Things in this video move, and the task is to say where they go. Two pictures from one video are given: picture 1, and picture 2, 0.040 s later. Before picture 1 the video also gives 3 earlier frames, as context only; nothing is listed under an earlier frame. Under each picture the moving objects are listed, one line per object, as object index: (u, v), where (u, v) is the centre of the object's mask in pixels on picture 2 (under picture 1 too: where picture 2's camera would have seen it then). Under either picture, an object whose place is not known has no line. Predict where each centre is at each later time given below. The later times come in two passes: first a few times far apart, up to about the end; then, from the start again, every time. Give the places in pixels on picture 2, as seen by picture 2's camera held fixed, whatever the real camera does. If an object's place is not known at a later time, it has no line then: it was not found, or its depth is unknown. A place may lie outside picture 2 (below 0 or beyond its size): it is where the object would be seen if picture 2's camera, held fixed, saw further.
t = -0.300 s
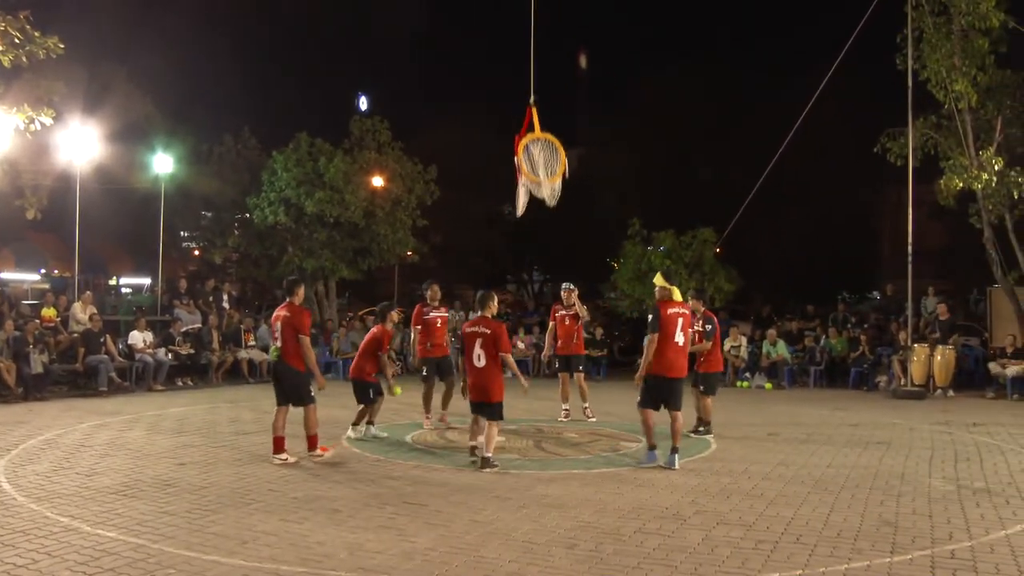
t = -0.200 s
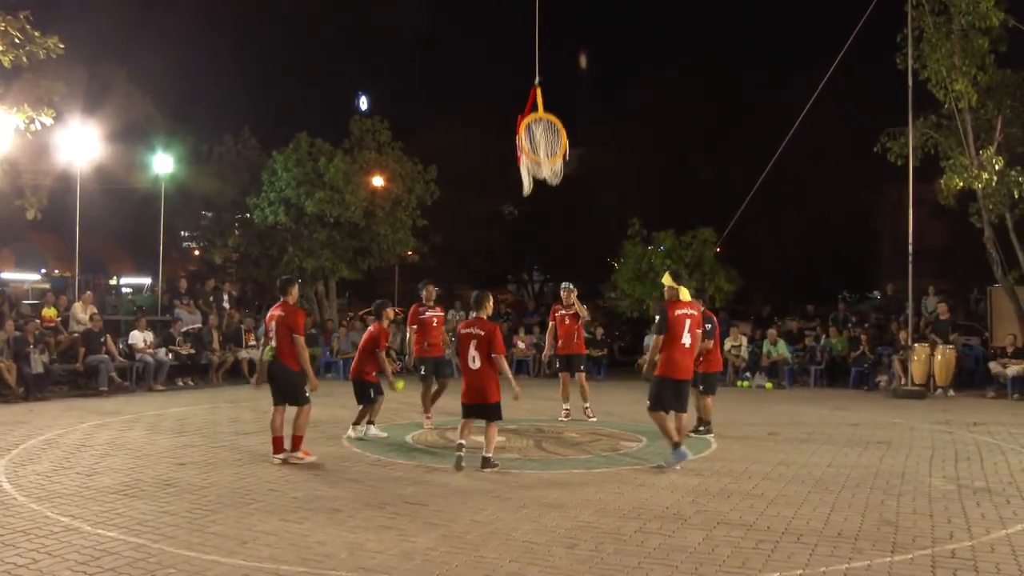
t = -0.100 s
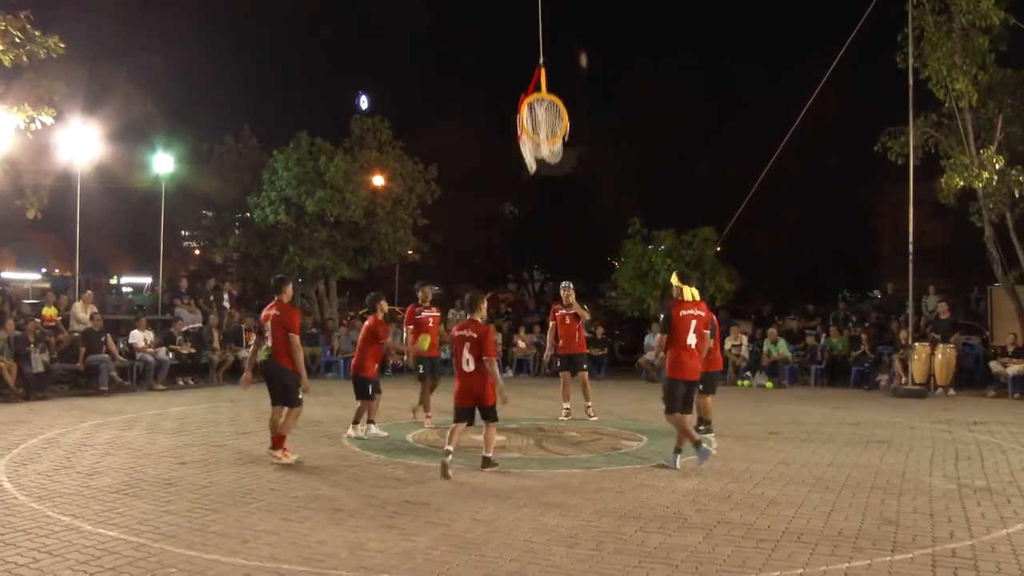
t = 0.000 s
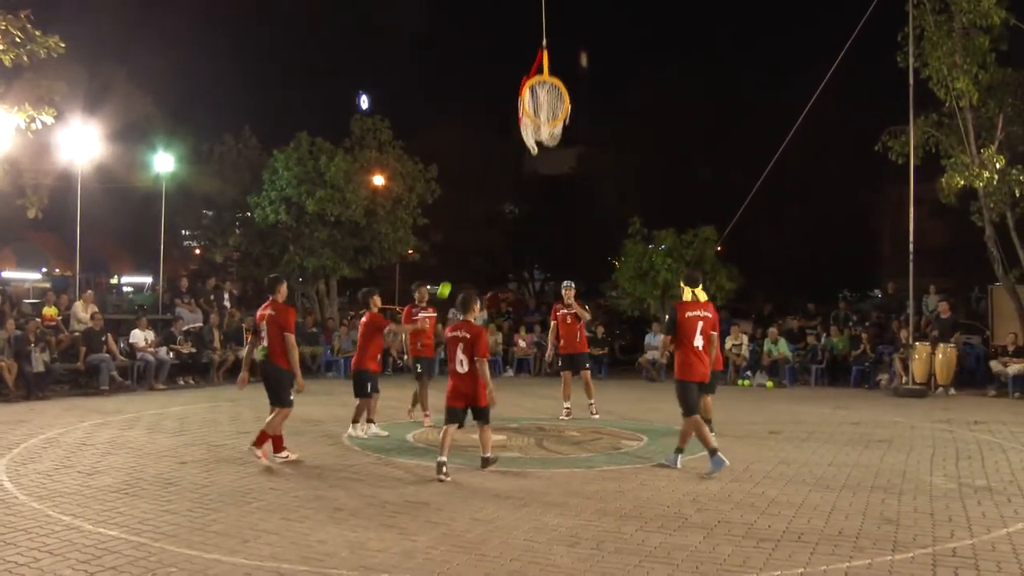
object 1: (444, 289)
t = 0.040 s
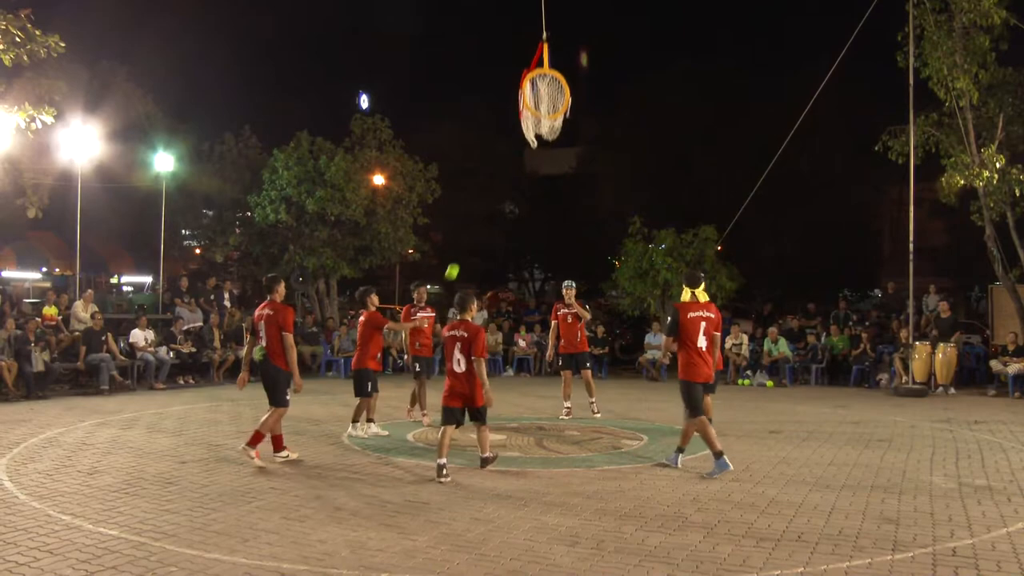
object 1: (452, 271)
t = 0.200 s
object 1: (483, 214)
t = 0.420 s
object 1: (523, 173)
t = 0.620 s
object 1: (559, 172)
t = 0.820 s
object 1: (593, 205)
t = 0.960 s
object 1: (616, 247)
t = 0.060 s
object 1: (456, 262)
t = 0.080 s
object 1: (460, 255)
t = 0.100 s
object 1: (463, 247)
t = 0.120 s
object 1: (467, 240)
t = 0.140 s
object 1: (471, 233)
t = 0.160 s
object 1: (475, 226)
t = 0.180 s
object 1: (479, 220)
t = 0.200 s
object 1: (483, 214)
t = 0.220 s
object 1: (486, 209)
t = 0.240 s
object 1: (490, 204)
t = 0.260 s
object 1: (494, 199)
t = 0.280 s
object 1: (498, 194)
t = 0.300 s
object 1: (501, 190)
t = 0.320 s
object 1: (505, 187)
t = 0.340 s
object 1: (509, 183)
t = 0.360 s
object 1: (512, 180)
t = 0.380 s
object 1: (516, 178)
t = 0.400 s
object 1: (519, 175)
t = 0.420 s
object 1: (523, 173)
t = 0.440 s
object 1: (527, 172)
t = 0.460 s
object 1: (530, 170)
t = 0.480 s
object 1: (534, 169)
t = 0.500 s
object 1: (538, 169)
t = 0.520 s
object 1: (541, 168)
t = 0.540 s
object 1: (544, 169)
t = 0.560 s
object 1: (548, 169)
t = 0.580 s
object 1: (551, 170)
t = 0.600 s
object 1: (555, 171)
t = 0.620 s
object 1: (559, 172)
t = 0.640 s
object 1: (562, 174)
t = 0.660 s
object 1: (566, 176)
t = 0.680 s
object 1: (569, 178)
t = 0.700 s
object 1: (573, 181)
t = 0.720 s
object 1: (576, 184)
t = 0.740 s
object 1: (579, 188)
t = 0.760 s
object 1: (583, 191)
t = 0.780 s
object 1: (586, 196)
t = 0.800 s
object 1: (589, 200)
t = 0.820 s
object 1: (593, 205)
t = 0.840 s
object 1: (596, 210)
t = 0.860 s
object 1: (599, 215)
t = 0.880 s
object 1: (603, 221)
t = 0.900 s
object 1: (606, 227)
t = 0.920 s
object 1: (609, 233)
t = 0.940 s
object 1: (613, 240)
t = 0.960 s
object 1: (616, 247)
